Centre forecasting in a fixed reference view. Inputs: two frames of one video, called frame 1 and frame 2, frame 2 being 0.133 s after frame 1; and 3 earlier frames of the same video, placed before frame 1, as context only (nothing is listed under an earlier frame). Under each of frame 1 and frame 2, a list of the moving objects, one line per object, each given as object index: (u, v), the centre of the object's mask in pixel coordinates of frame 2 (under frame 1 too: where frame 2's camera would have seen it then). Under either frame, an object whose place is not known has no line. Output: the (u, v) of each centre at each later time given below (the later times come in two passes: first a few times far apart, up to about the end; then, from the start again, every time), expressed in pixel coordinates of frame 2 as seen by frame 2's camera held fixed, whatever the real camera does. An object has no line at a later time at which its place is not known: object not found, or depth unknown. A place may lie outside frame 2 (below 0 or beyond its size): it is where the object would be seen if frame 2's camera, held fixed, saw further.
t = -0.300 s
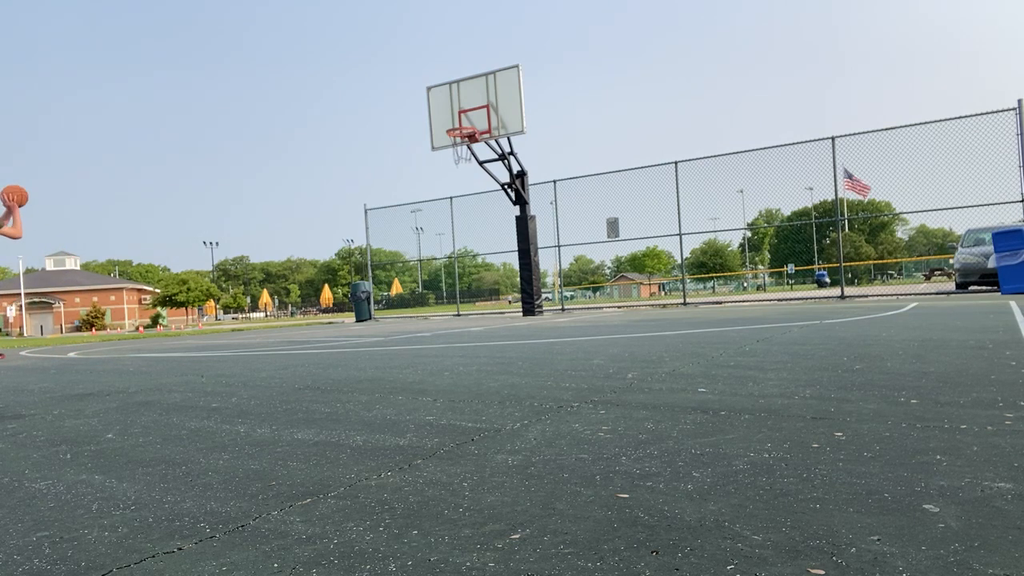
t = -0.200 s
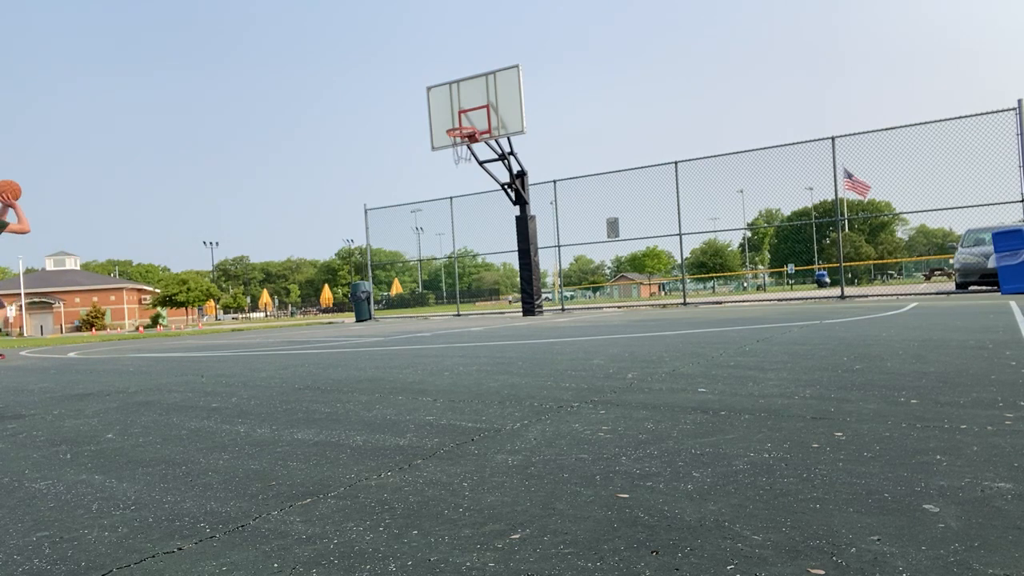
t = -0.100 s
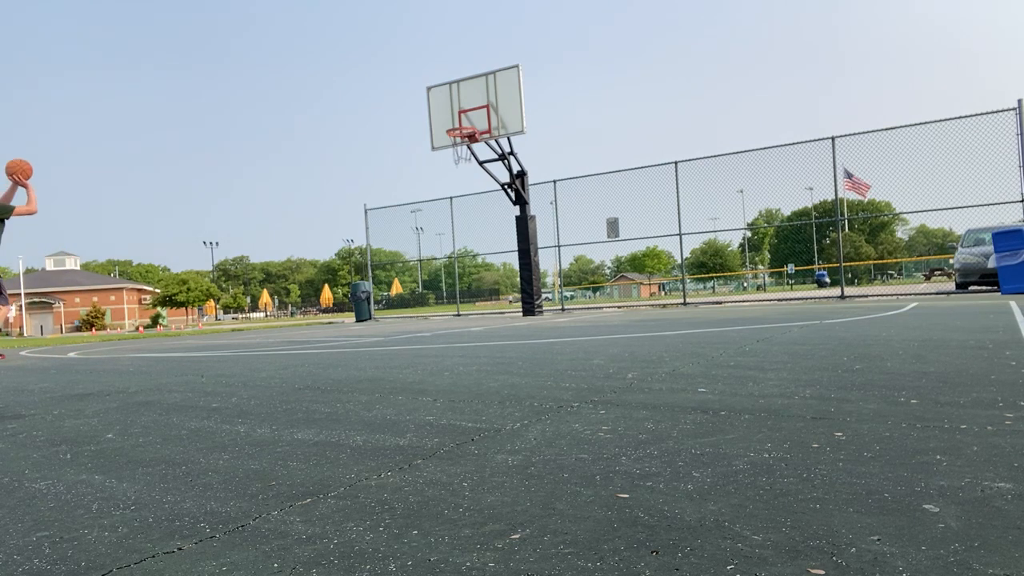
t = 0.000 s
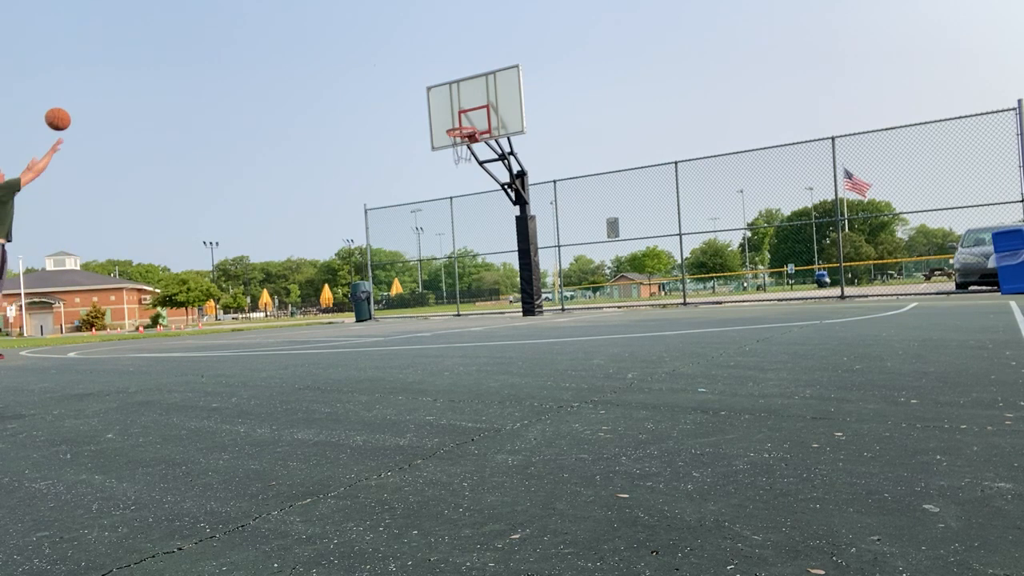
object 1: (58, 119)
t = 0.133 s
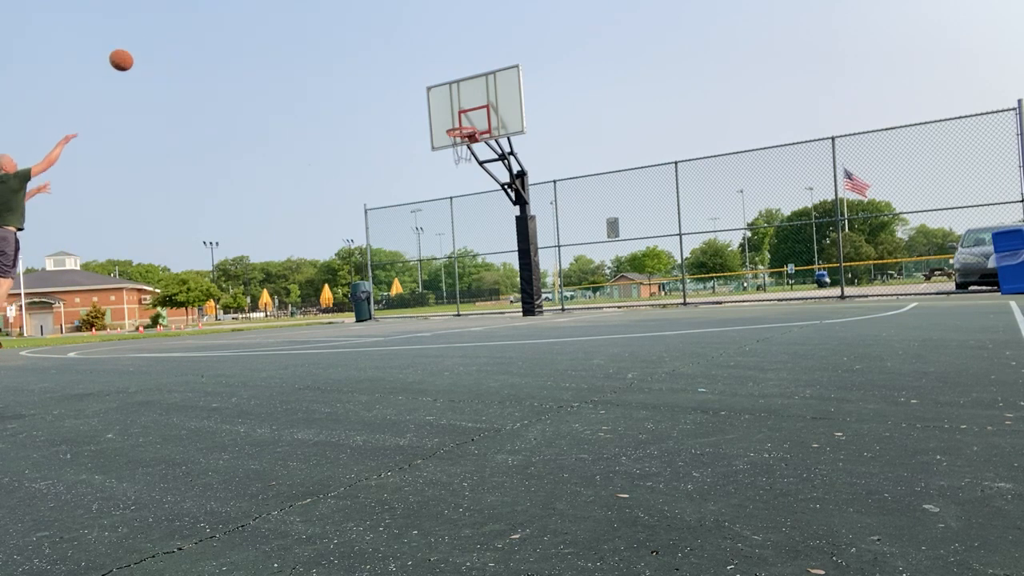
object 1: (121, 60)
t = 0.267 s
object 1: (178, 22)
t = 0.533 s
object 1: (280, 3)
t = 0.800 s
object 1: (365, 27)
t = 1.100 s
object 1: (447, 105)
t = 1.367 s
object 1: (450, 151)
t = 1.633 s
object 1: (435, 184)
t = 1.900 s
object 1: (423, 263)
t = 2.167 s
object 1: (409, 275)
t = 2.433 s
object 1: (394, 222)
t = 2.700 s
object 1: (383, 214)
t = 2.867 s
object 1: (378, 234)
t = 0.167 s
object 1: (136, 49)
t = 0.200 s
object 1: (150, 39)
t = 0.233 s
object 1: (165, 30)
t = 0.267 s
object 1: (178, 22)
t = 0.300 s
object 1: (192, 16)
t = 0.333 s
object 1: (205, 10)
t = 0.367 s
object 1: (219, 7)
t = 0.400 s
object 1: (232, 5)
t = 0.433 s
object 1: (244, 4)
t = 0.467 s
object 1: (256, 4)
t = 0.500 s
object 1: (268, 3)
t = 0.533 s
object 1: (280, 3)
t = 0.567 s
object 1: (291, 4)
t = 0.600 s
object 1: (302, 4)
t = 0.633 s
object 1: (313, 5)
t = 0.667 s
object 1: (323, 7)
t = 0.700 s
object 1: (334, 11)
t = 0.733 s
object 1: (344, 15)
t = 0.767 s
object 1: (354, 21)
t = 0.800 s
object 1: (365, 27)
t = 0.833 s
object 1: (374, 33)
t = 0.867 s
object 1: (384, 40)
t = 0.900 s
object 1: (393, 48)
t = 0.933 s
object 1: (403, 56)
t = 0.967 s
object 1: (412, 65)
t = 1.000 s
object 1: (421, 74)
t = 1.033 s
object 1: (430, 84)
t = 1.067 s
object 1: (439, 94)
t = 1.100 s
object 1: (447, 105)
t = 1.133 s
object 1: (456, 116)
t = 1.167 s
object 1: (465, 127)
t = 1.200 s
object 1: (467, 136)
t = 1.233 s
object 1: (462, 145)
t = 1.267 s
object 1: (457, 147)
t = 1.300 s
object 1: (455, 148)
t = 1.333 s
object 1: (453, 150)
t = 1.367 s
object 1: (450, 151)
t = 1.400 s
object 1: (449, 152)
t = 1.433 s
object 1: (446, 155)
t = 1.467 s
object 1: (444, 158)
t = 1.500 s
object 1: (442, 162)
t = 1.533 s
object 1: (440, 167)
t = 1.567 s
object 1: (438, 172)
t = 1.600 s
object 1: (437, 178)
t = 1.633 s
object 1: (435, 184)
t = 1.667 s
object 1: (433, 192)
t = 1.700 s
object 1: (431, 199)
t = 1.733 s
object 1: (430, 208)
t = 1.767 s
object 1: (428, 218)
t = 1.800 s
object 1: (427, 228)
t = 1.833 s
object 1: (425, 239)
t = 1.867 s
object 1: (424, 250)
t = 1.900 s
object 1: (423, 263)
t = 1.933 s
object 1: (421, 275)
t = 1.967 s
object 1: (420, 289)
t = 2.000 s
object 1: (418, 303)
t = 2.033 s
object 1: (417, 318)
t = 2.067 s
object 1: (415, 307)
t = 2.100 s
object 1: (413, 296)
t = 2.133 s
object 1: (411, 285)
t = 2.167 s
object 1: (409, 275)
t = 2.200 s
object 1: (407, 266)
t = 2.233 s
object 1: (405, 258)
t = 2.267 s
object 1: (403, 250)
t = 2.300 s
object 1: (401, 243)
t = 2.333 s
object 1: (399, 236)
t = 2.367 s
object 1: (398, 231)
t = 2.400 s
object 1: (396, 226)
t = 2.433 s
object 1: (394, 222)
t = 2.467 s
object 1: (393, 218)
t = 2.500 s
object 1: (391, 215)
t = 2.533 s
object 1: (390, 213)
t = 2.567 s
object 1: (389, 212)
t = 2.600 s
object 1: (387, 211)
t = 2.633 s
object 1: (386, 212)
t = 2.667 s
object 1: (385, 212)
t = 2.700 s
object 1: (383, 214)
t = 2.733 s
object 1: (382, 217)
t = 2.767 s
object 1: (381, 220)
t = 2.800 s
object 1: (380, 224)
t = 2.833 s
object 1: (379, 228)
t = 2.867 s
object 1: (378, 234)
